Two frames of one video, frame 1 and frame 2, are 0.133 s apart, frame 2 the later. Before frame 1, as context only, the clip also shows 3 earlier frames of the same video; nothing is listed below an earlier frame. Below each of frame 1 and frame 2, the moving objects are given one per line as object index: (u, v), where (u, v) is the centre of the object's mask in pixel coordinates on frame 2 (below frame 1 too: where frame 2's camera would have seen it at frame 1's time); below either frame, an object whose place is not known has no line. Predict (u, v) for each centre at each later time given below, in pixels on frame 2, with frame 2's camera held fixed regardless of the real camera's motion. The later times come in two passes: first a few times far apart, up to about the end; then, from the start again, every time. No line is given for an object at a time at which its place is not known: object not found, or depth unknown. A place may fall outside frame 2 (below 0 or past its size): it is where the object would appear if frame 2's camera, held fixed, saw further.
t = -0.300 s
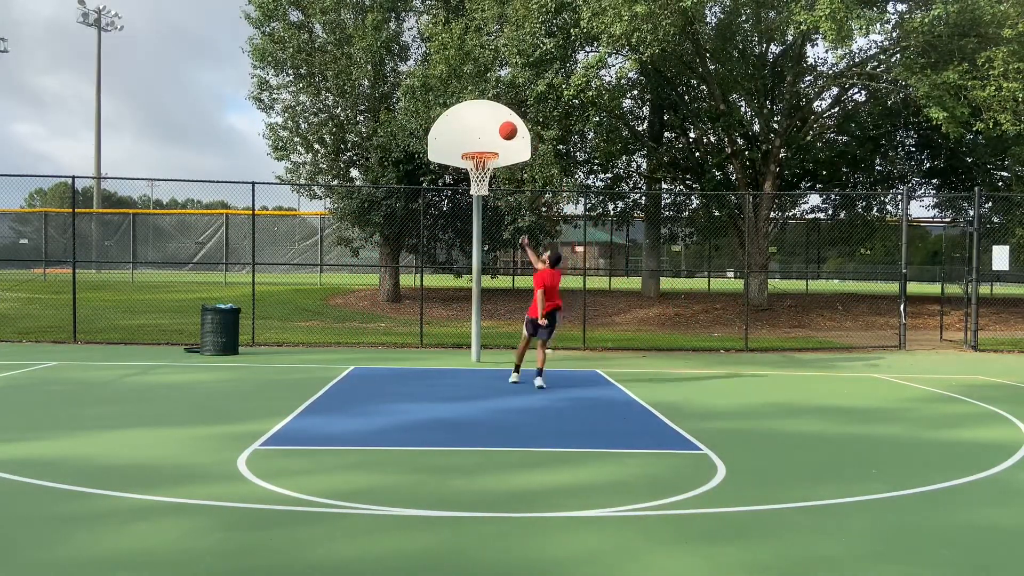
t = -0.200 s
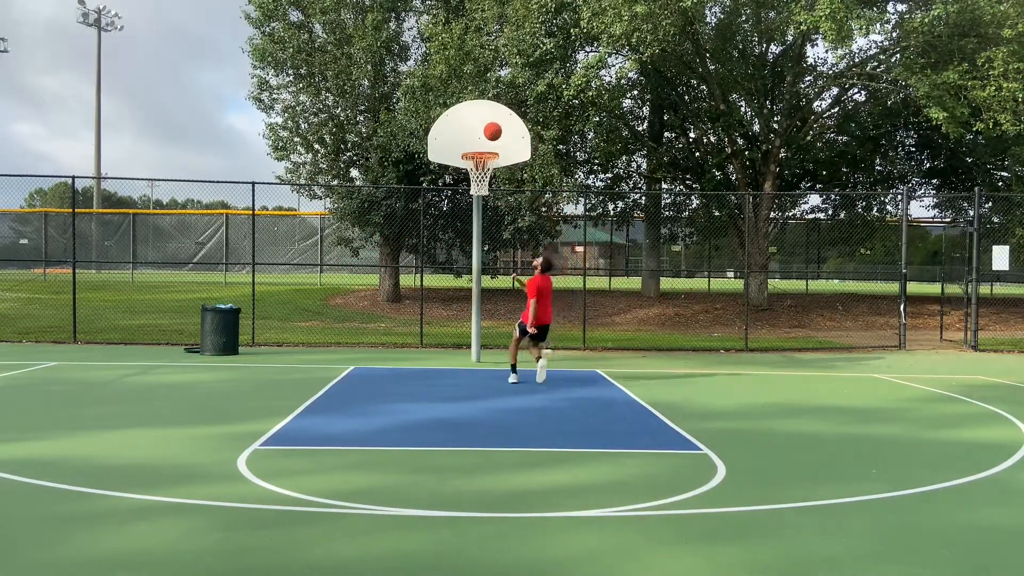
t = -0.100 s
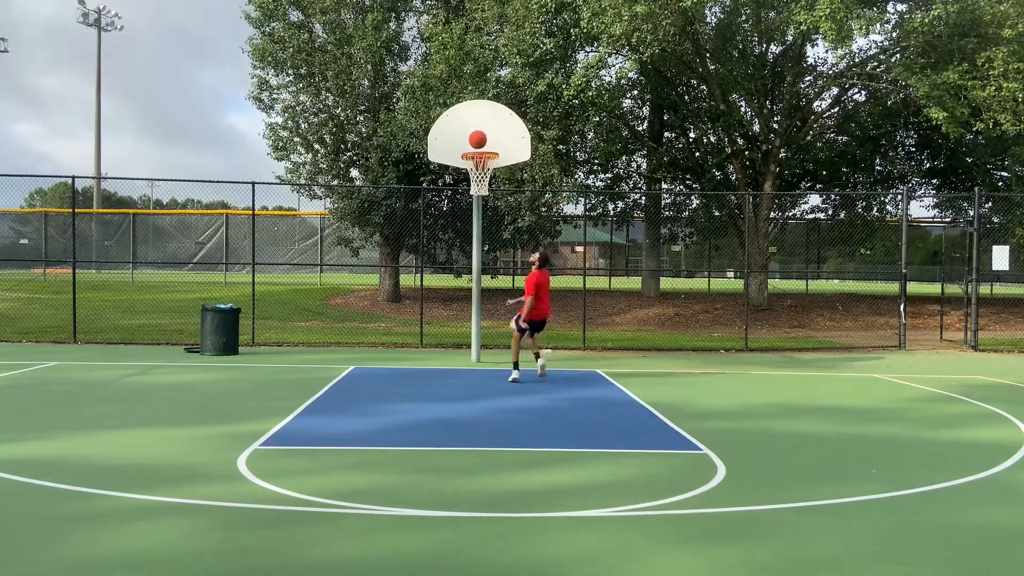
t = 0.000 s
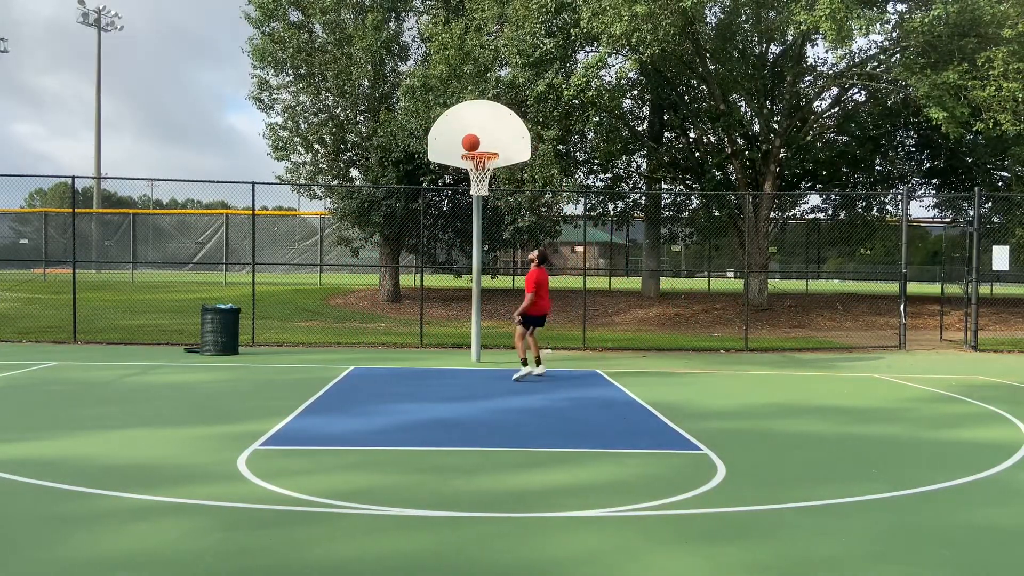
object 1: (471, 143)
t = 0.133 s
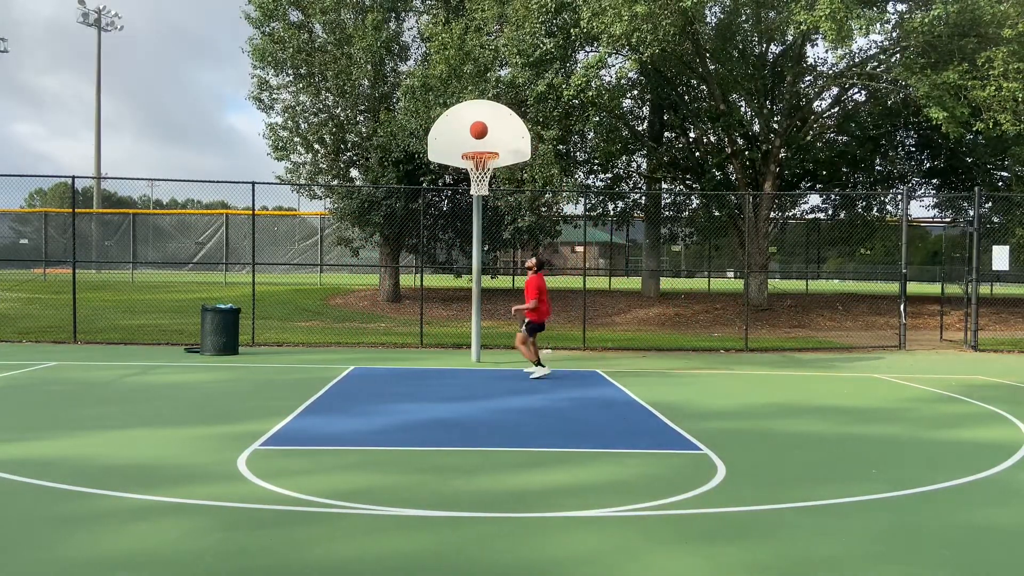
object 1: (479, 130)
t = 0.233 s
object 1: (484, 129)
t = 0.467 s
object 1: (490, 142)
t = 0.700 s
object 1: (474, 149)
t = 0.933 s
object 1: (469, 176)
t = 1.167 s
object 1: (481, 206)
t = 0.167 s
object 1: (481, 129)
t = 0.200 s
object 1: (482, 129)
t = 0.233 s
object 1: (484, 129)
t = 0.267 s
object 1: (486, 130)
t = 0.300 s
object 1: (488, 133)
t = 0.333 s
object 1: (490, 136)
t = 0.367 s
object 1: (492, 140)
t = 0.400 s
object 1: (494, 144)
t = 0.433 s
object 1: (492, 143)
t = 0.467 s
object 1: (490, 142)
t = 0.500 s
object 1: (488, 141)
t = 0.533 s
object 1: (485, 141)
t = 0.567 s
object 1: (483, 142)
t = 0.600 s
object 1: (481, 143)
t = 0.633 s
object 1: (479, 145)
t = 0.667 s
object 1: (476, 147)
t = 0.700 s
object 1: (474, 149)
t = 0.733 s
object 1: (473, 164)
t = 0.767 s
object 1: (472, 165)
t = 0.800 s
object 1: (472, 165)
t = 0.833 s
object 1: (468, 167)
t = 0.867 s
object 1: (469, 169)
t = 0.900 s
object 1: (469, 173)
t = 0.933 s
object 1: (469, 176)
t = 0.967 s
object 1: (471, 178)
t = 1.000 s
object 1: (472, 182)
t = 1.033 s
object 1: (472, 192)
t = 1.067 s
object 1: (472, 193)
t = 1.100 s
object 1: (477, 197)
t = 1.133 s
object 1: (479, 200)
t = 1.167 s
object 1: (481, 206)
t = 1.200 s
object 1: (482, 213)
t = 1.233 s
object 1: (484, 221)
